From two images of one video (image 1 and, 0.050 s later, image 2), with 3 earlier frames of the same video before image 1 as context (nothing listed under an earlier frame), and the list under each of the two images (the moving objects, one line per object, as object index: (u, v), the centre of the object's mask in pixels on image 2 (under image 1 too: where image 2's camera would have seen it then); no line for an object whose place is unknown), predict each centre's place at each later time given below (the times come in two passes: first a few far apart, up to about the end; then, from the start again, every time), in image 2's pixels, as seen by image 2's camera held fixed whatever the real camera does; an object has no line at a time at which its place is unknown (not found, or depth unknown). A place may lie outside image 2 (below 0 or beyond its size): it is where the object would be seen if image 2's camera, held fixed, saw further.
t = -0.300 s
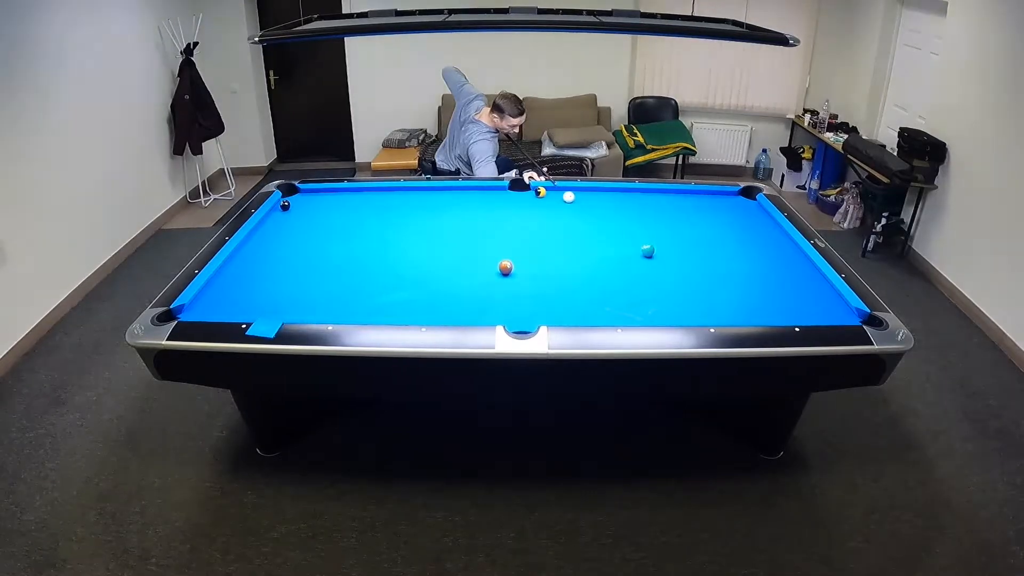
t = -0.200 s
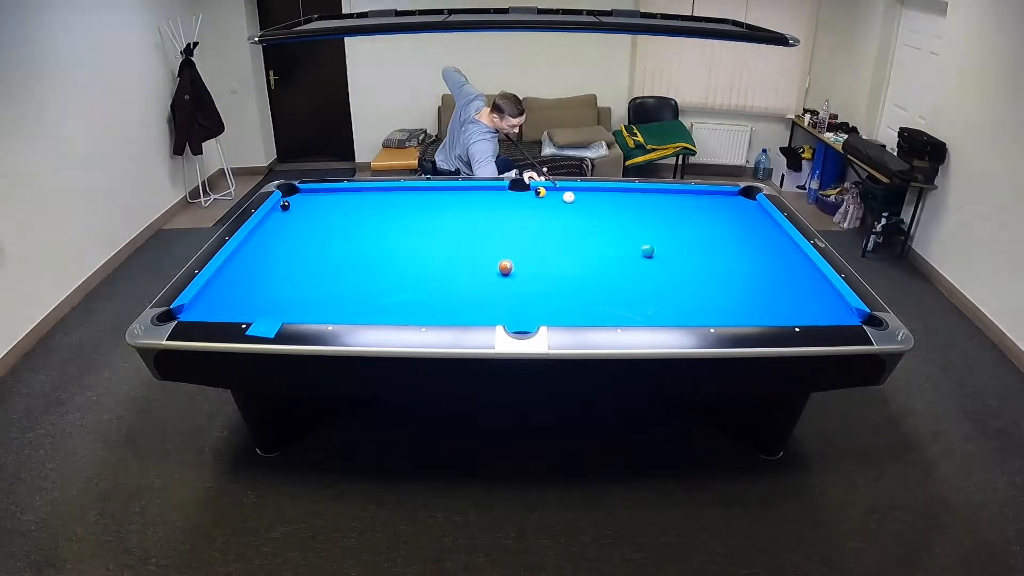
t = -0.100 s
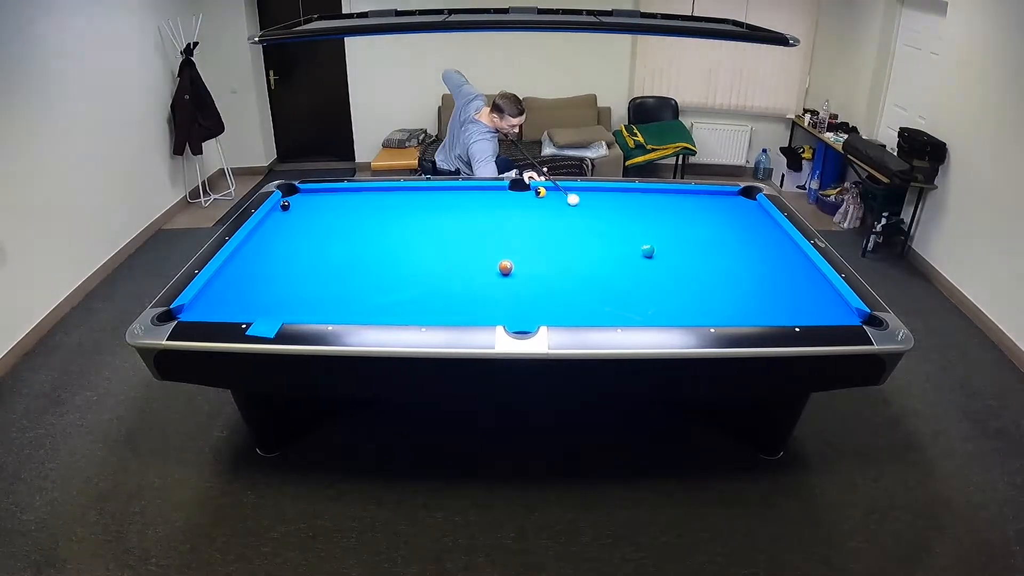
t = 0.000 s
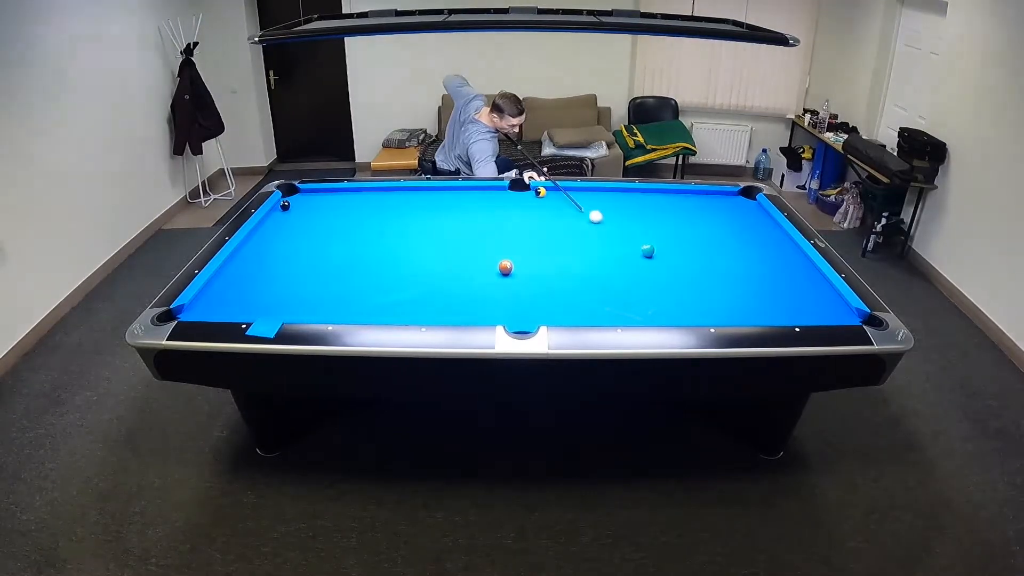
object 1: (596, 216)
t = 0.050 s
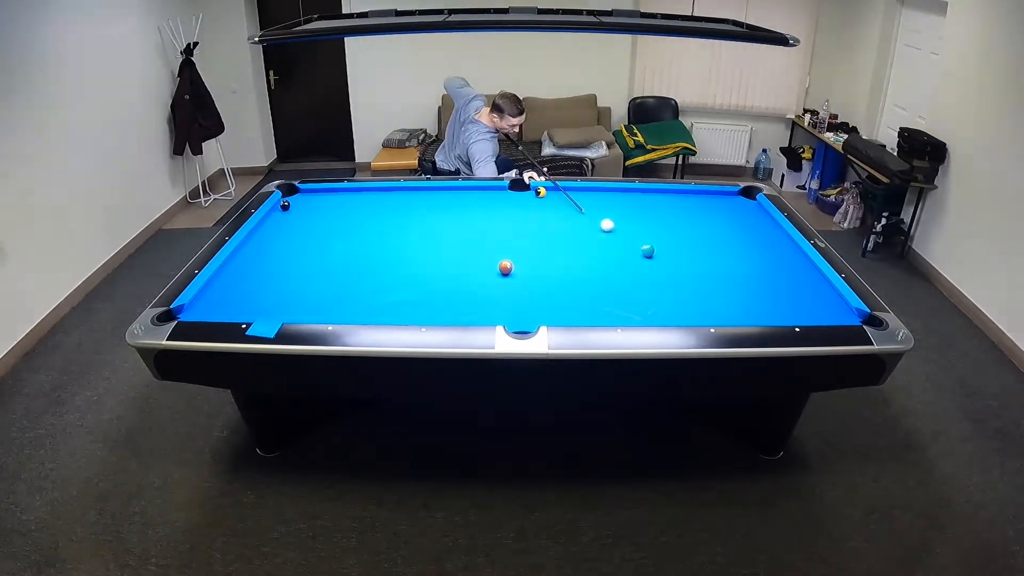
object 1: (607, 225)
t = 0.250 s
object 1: (629, 255)
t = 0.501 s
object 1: (624, 287)
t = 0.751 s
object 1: (617, 312)
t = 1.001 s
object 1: (598, 291)
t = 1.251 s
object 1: (582, 274)
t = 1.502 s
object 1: (567, 258)
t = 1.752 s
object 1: (555, 245)
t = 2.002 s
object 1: (543, 233)
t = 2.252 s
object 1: (533, 223)
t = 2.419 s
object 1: (527, 216)
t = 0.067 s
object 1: (611, 228)
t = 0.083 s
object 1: (615, 231)
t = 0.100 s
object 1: (618, 234)
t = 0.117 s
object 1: (622, 237)
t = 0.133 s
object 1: (627, 240)
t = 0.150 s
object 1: (631, 243)
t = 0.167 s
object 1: (635, 246)
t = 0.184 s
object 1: (634, 248)
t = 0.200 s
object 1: (633, 250)
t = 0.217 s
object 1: (631, 251)
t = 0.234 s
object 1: (630, 253)
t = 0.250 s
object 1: (629, 255)
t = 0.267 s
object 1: (628, 256)
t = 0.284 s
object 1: (628, 258)
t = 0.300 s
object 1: (627, 260)
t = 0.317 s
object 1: (626, 262)
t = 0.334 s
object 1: (626, 264)
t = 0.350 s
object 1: (625, 266)
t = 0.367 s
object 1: (625, 268)
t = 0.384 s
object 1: (625, 271)
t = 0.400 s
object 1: (625, 273)
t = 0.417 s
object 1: (625, 275)
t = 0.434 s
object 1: (625, 277)
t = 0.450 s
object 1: (625, 280)
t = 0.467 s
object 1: (624, 282)
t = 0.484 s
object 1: (624, 285)
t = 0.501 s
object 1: (624, 287)
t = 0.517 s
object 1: (624, 289)
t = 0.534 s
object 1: (624, 292)
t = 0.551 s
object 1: (624, 294)
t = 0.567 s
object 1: (623, 297)
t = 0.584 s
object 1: (623, 300)
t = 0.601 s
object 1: (623, 302)
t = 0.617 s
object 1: (623, 305)
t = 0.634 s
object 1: (623, 307)
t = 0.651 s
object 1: (622, 310)
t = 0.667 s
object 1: (622, 312)
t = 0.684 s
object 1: (622, 313)
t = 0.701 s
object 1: (622, 315)
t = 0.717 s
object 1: (621, 314)
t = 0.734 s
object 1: (619, 313)
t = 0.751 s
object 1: (617, 312)
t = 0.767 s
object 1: (616, 311)
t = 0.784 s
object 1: (614, 310)
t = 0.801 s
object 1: (613, 308)
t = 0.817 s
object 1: (612, 306)
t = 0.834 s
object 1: (611, 304)
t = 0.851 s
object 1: (609, 303)
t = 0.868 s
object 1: (608, 302)
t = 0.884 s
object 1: (607, 300)
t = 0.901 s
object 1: (606, 299)
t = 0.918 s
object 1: (605, 298)
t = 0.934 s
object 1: (603, 296)
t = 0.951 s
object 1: (602, 295)
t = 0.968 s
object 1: (601, 294)
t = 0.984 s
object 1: (600, 292)
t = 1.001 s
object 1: (598, 291)
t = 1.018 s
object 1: (597, 290)
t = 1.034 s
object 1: (596, 289)
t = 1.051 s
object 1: (595, 288)
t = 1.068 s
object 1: (594, 286)
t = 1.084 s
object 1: (593, 285)
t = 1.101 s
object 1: (592, 284)
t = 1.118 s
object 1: (591, 283)
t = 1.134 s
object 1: (590, 282)
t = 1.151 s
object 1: (588, 281)
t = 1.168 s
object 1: (588, 280)
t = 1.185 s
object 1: (587, 278)
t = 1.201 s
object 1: (585, 277)
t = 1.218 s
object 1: (584, 276)
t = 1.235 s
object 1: (583, 275)
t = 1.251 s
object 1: (582, 274)
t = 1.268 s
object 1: (581, 273)
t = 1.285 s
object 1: (580, 271)
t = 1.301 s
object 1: (579, 270)
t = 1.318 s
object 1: (578, 269)
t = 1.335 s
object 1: (577, 268)
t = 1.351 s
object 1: (576, 267)
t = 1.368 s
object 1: (575, 266)
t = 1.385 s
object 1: (574, 265)
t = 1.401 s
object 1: (573, 264)
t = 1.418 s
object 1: (572, 263)
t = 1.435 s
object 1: (571, 262)
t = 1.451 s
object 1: (570, 261)
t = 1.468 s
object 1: (569, 260)
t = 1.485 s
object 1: (569, 259)
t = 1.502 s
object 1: (567, 258)
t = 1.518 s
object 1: (567, 257)
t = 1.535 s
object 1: (566, 256)
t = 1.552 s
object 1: (565, 255)
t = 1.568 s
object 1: (564, 255)
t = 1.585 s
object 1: (563, 254)
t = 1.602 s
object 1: (562, 253)
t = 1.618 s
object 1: (561, 252)
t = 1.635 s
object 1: (560, 251)
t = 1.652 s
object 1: (560, 250)
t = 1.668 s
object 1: (559, 249)
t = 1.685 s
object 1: (558, 248)
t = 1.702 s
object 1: (557, 247)
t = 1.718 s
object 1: (556, 246)
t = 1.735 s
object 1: (555, 246)
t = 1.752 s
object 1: (555, 245)
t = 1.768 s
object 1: (554, 244)
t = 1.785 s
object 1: (553, 243)
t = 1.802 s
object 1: (552, 242)
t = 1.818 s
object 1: (552, 242)
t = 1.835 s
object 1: (551, 241)
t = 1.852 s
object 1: (550, 240)
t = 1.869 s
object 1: (549, 239)
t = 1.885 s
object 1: (548, 238)
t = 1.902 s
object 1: (548, 238)
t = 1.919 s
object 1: (547, 237)
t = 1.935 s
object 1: (546, 236)
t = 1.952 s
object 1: (545, 235)
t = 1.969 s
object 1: (545, 234)
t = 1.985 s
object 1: (544, 234)
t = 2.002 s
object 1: (543, 233)
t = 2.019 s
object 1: (543, 232)
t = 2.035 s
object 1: (542, 231)
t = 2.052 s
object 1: (541, 231)
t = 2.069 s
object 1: (541, 230)
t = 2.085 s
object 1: (540, 229)
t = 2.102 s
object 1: (539, 228)
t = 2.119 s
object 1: (539, 228)
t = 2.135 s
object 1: (538, 227)
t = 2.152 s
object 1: (537, 226)
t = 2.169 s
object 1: (537, 226)
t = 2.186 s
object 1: (536, 225)
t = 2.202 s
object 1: (535, 224)
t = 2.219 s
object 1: (535, 224)
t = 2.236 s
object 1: (534, 223)
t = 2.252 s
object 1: (533, 223)
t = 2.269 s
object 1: (533, 222)
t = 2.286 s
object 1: (532, 221)
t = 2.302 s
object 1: (532, 221)
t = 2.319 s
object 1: (531, 220)
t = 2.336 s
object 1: (530, 219)
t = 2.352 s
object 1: (530, 219)
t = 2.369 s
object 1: (529, 218)
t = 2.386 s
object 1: (529, 217)
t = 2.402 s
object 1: (528, 217)
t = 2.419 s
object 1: (527, 216)
